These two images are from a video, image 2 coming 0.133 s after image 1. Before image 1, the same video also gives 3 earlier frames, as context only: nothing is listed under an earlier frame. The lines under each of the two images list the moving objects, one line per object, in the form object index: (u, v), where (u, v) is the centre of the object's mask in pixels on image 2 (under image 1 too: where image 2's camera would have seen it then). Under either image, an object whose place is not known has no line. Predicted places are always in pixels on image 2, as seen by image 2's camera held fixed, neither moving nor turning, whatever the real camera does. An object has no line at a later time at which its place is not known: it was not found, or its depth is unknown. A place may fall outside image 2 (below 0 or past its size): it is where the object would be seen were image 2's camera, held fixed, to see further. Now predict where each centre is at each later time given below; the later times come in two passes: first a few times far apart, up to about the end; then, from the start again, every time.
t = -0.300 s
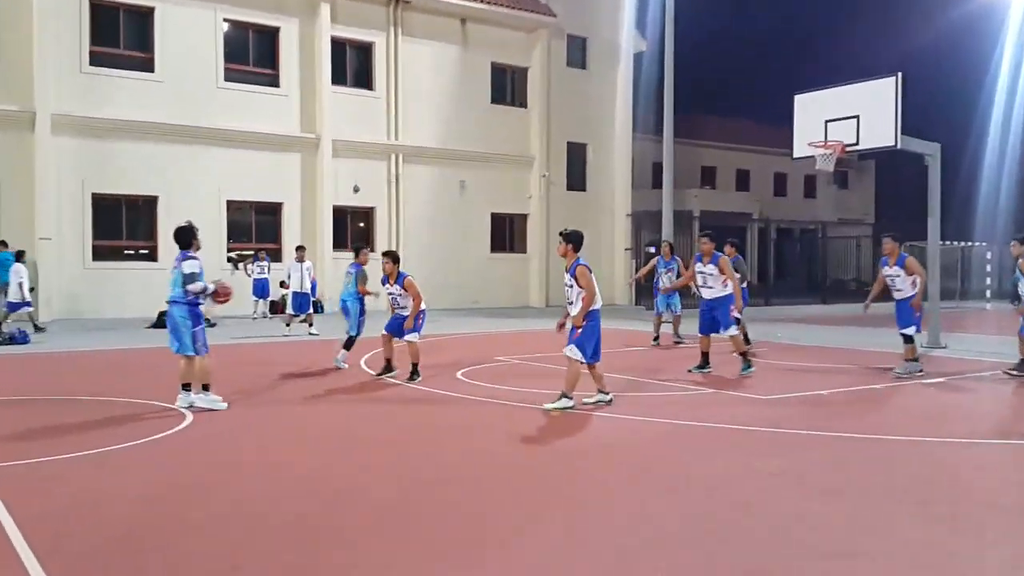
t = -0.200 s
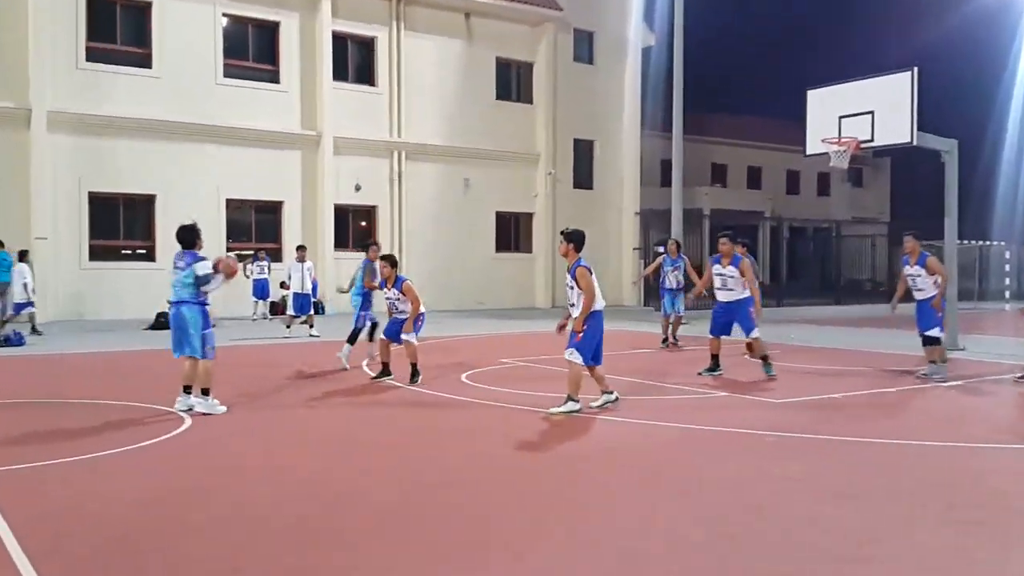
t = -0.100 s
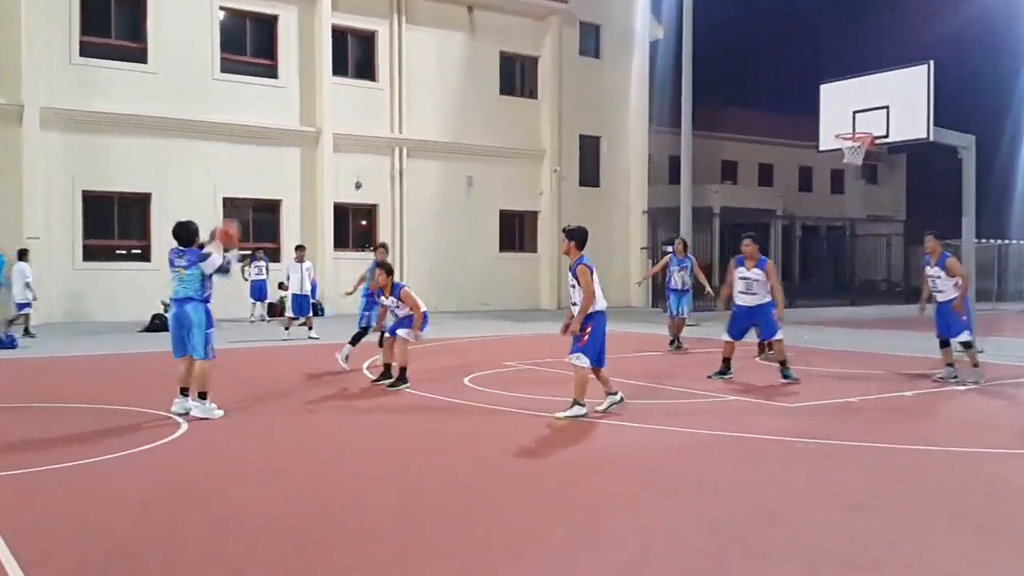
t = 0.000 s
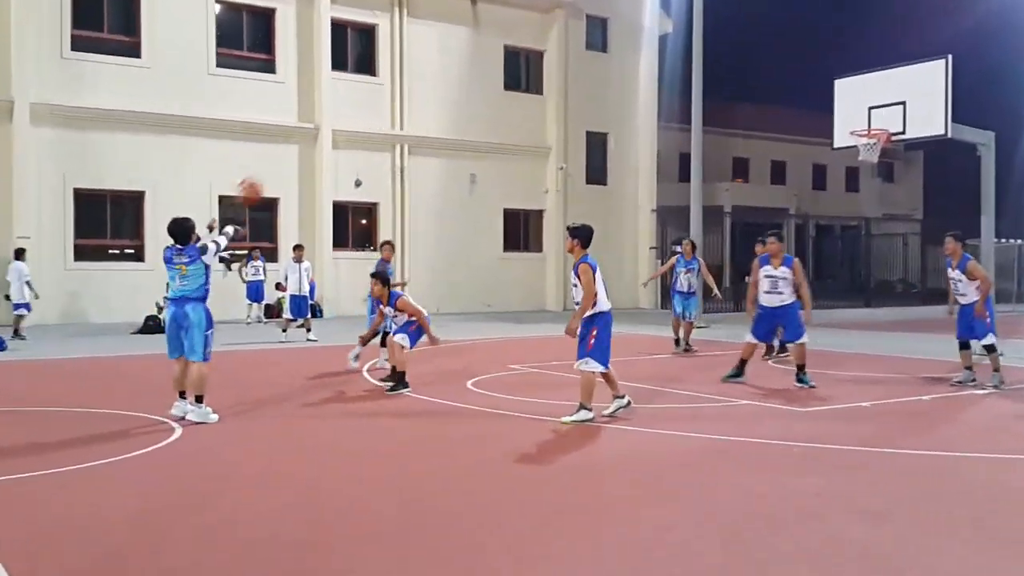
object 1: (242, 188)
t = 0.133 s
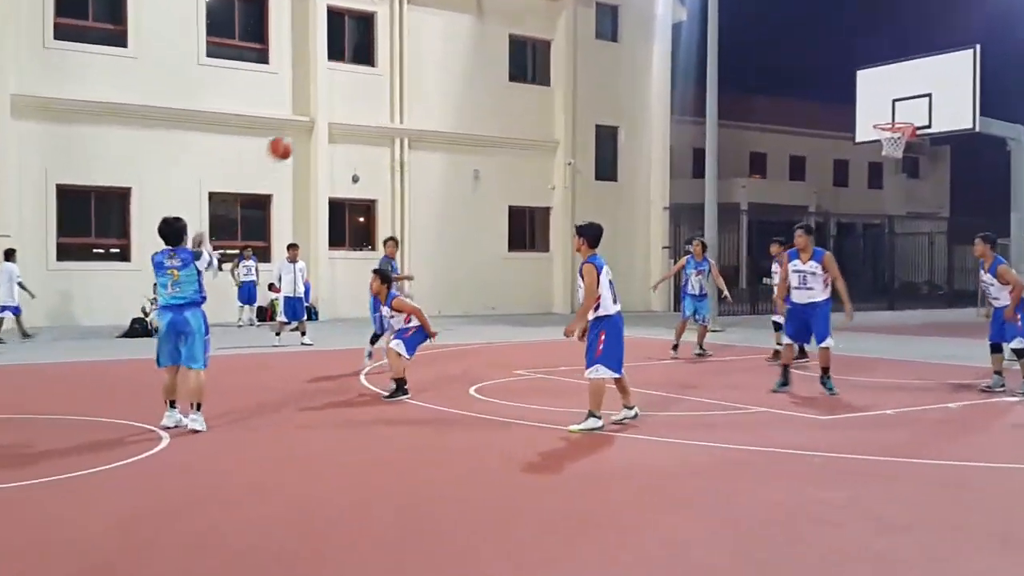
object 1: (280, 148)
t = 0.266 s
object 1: (311, 131)
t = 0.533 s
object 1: (364, 148)
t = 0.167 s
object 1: (289, 143)
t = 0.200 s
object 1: (298, 136)
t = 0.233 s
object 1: (304, 134)
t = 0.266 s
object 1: (311, 131)
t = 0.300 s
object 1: (319, 129)
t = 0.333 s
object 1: (327, 129)
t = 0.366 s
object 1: (333, 130)
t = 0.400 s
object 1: (340, 132)
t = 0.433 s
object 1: (346, 135)
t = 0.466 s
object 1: (353, 139)
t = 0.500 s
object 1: (359, 143)
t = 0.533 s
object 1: (364, 148)
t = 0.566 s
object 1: (370, 153)
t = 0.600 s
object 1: (375, 160)
